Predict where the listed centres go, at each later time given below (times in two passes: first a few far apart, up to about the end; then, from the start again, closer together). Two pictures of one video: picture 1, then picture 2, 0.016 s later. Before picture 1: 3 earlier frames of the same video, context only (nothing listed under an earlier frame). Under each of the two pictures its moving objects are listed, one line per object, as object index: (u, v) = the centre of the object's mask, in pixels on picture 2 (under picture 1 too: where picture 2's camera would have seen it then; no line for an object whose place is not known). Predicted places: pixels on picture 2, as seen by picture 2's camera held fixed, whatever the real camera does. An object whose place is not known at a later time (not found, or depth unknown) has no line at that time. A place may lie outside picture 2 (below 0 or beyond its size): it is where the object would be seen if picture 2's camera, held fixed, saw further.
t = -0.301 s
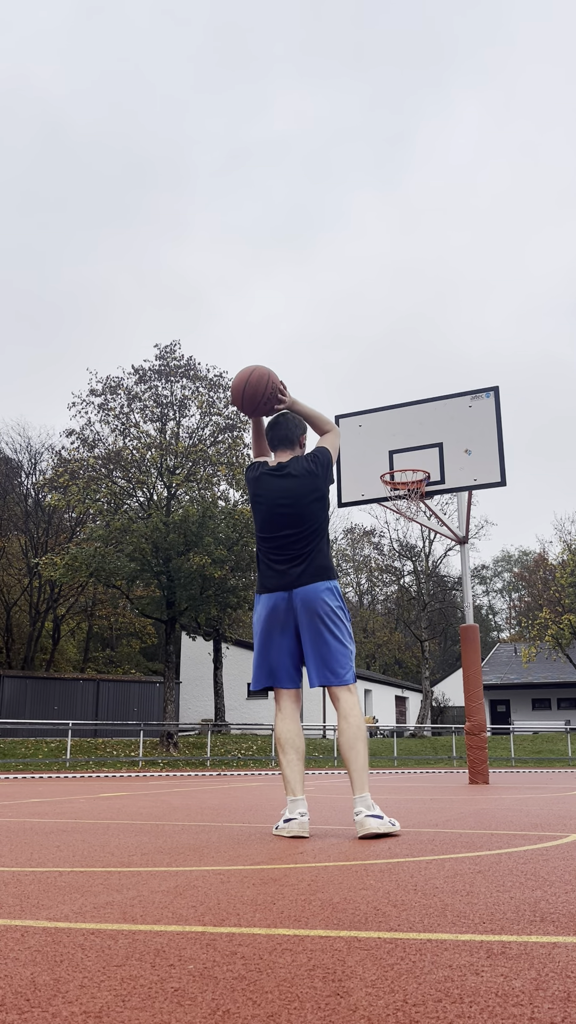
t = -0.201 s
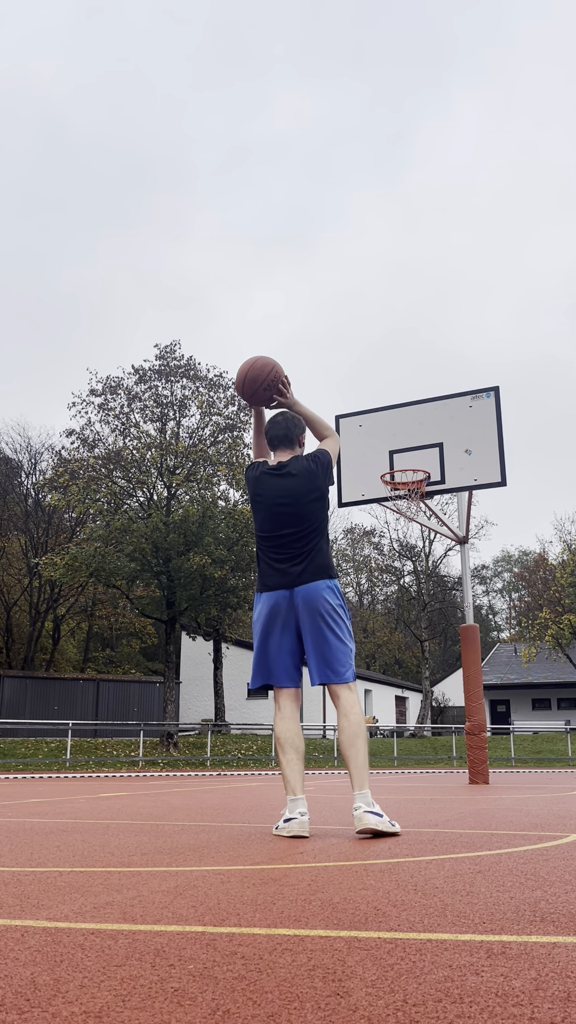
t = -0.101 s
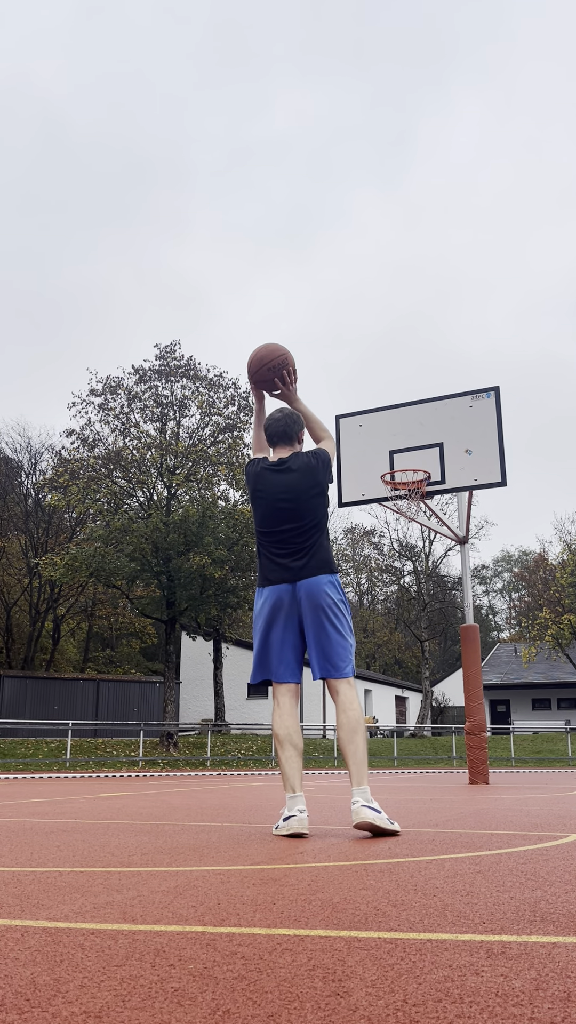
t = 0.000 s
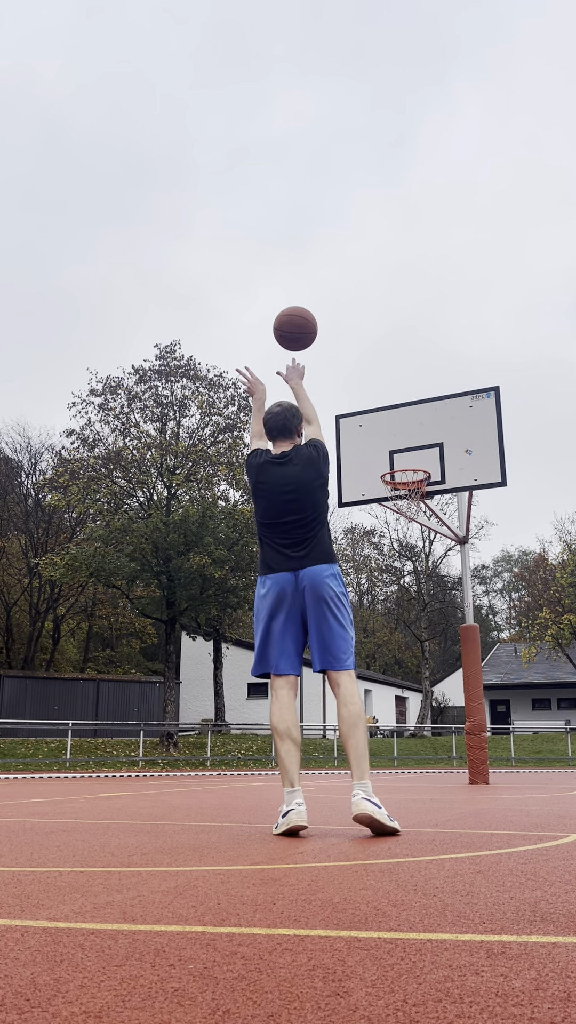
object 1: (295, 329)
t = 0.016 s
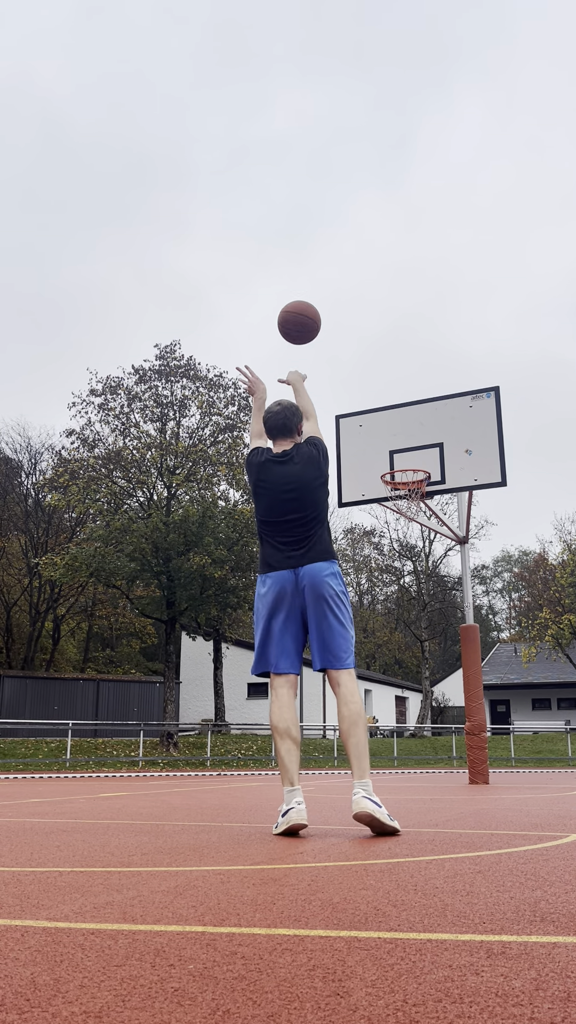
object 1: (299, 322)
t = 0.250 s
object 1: (342, 294)
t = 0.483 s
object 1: (371, 331)
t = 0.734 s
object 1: (395, 417)
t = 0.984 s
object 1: (405, 500)
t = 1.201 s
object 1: (387, 518)
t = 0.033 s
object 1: (303, 317)
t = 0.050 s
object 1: (307, 312)
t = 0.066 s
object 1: (310, 308)
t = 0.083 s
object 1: (313, 304)
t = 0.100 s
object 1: (317, 301)
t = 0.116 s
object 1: (320, 299)
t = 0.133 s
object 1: (323, 297)
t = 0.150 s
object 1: (326, 295)
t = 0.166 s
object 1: (329, 294)
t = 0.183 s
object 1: (331, 293)
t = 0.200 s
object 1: (334, 293)
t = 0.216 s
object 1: (337, 293)
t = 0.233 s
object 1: (339, 293)
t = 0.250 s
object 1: (342, 294)
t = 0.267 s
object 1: (344, 295)
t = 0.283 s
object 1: (347, 296)
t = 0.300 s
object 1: (349, 297)
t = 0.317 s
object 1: (351, 299)
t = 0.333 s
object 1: (354, 301)
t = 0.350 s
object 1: (356, 303)
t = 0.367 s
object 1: (358, 306)
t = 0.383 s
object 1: (360, 309)
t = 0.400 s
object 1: (362, 312)
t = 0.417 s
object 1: (364, 315)
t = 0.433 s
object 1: (366, 319)
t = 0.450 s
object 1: (367, 323)
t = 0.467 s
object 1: (369, 327)
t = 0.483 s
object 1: (371, 331)
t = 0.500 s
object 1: (373, 335)
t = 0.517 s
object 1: (375, 340)
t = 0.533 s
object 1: (377, 345)
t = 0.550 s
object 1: (378, 350)
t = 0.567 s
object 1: (380, 355)
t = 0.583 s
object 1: (382, 361)
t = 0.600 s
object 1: (383, 366)
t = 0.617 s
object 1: (385, 372)
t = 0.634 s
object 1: (386, 378)
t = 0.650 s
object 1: (388, 384)
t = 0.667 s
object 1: (389, 390)
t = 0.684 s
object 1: (391, 397)
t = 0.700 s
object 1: (392, 403)
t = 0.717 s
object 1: (394, 410)
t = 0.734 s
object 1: (395, 417)
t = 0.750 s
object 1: (397, 424)
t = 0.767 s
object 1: (398, 431)
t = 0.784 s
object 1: (400, 438)
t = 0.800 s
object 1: (401, 446)
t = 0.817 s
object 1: (402, 453)
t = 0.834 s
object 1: (403, 460)
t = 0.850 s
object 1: (404, 469)
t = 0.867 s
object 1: (406, 477)
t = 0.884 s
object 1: (408, 485)
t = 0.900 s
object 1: (407, 492)
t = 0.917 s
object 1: (409, 497)
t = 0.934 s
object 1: (409, 498)
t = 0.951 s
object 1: (409, 498)
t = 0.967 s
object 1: (407, 500)
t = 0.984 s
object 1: (405, 500)
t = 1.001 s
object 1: (404, 500)
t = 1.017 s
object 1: (401, 500)
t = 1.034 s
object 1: (400, 501)
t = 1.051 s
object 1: (398, 501)
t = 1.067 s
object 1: (397, 502)
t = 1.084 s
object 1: (396, 504)
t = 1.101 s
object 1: (394, 505)
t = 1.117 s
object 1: (394, 507)
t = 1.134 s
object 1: (392, 509)
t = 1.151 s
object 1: (390, 511)
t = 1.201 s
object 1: (387, 518)
